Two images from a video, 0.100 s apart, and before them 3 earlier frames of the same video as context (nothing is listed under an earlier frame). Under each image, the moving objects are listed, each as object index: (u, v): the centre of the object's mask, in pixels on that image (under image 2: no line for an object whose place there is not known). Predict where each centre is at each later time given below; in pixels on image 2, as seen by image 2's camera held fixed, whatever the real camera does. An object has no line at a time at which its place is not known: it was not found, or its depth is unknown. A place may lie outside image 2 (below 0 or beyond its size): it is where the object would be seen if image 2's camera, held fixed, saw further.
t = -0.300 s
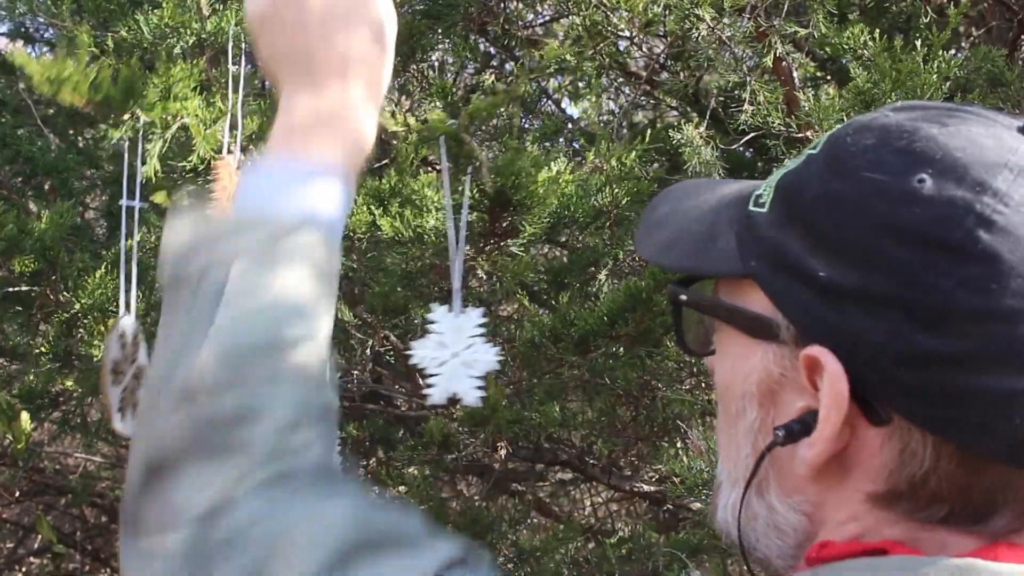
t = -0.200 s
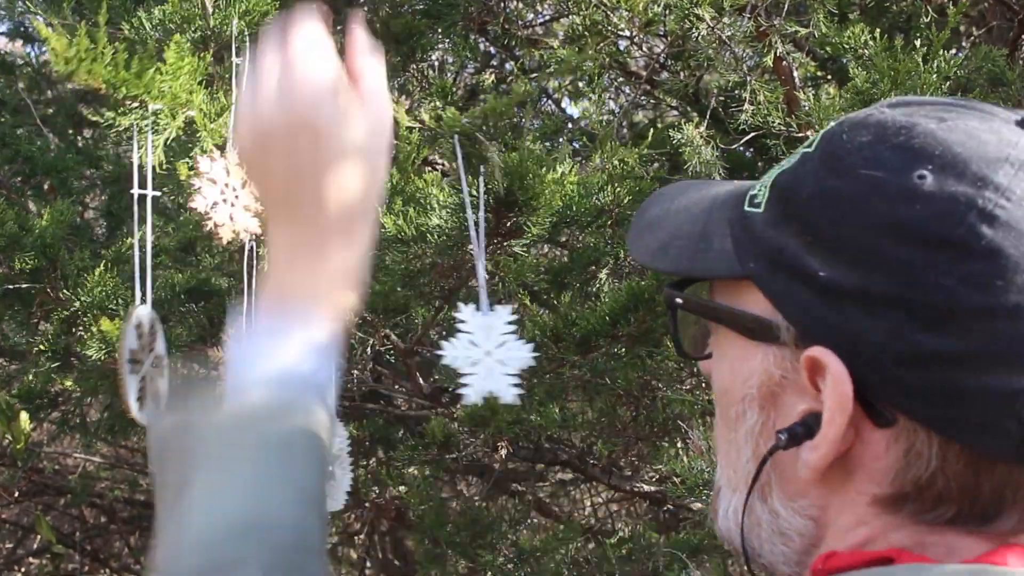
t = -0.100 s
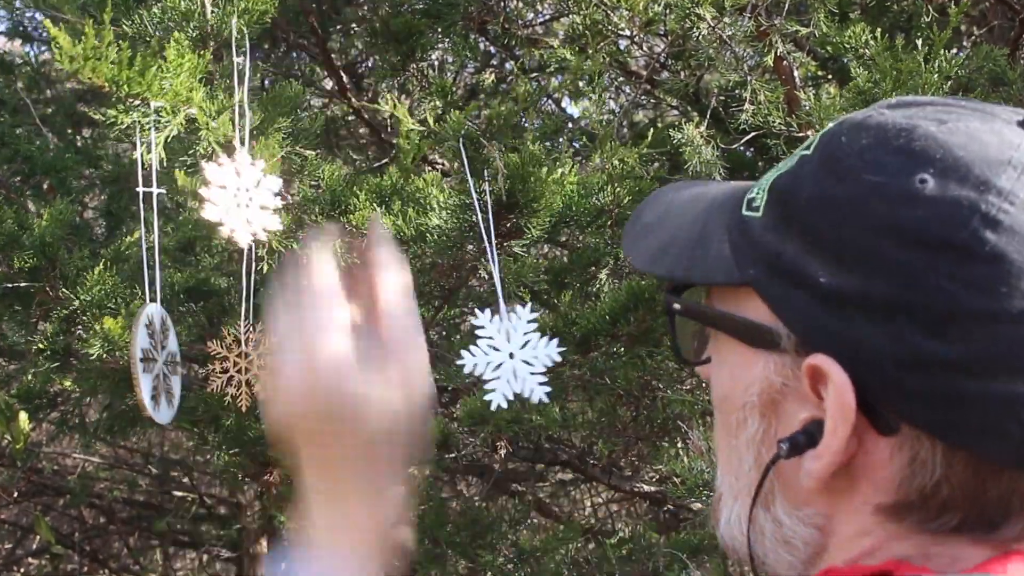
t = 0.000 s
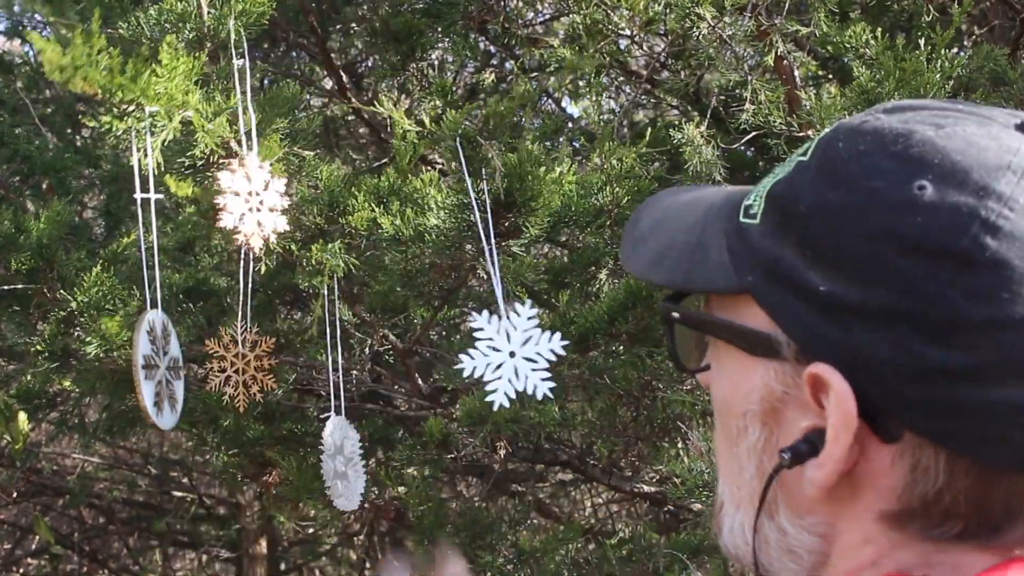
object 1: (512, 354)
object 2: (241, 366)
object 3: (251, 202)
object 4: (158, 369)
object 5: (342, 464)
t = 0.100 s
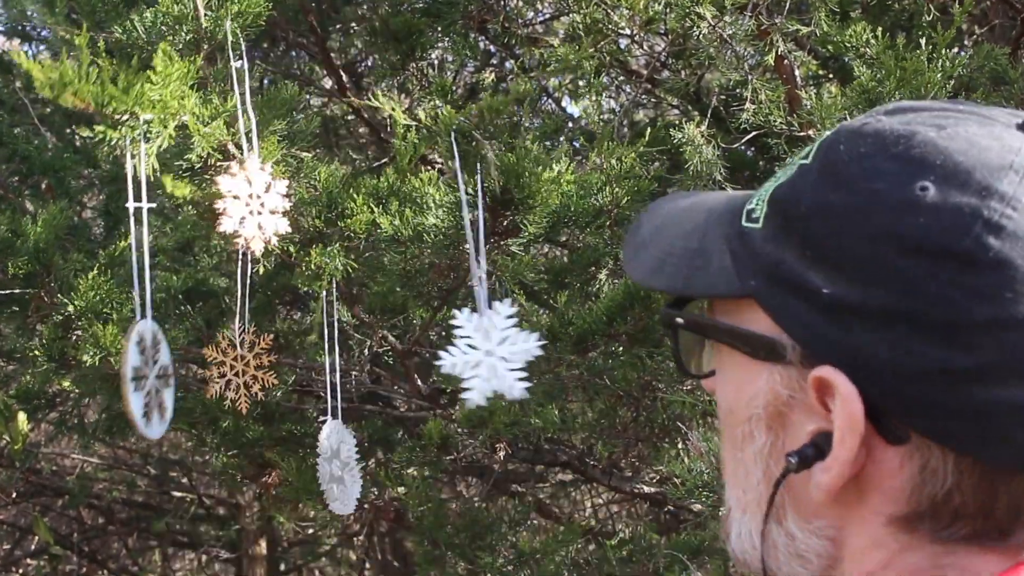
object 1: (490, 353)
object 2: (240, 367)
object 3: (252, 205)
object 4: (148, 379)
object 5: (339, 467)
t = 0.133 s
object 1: (480, 354)
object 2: (241, 369)
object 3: (250, 206)
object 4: (142, 383)
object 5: (336, 469)
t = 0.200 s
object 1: (457, 357)
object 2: (242, 370)
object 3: (242, 208)
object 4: (128, 387)
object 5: (329, 470)
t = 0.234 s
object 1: (445, 358)
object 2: (244, 370)
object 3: (237, 209)
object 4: (120, 389)
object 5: (325, 471)
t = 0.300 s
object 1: (425, 363)
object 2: (247, 368)
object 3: (225, 209)
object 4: (105, 390)
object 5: (318, 471)
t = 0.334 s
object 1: (418, 364)
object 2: (247, 368)
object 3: (221, 208)
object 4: (98, 389)
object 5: (315, 470)
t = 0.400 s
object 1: (413, 363)
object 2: (247, 370)
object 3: (216, 208)
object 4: (87, 387)
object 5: (310, 469)
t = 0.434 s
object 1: (415, 361)
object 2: (246, 371)
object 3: (216, 208)
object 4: (83, 385)
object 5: (309, 468)
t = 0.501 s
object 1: (427, 358)
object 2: (241, 370)
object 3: (221, 207)
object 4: (81, 381)
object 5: (309, 466)
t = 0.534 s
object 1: (436, 355)
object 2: (239, 369)
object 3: (224, 207)
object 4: (83, 379)
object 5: (310, 465)
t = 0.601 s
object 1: (456, 353)
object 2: (235, 368)
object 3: (230, 206)
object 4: (89, 375)
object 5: (314, 464)
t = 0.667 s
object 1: (476, 351)
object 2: (232, 367)
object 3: (236, 203)
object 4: (101, 373)
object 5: (320, 463)
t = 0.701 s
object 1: (485, 351)
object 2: (232, 366)
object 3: (237, 203)
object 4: (109, 373)
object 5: (323, 464)
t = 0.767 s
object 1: (500, 352)
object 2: (235, 365)
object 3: (237, 202)
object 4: (124, 372)
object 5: (330, 466)
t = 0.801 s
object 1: (504, 356)
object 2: (238, 366)
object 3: (236, 202)
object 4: (132, 373)
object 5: (333, 466)
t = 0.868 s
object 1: (503, 359)
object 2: (245, 366)
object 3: (235, 205)
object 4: (146, 375)
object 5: (337, 468)
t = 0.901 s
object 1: (500, 361)
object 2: (249, 367)
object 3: (234, 205)
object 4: (152, 376)
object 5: (339, 467)
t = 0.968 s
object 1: (488, 361)
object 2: (256, 367)
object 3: (235, 207)
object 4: (159, 380)
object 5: (340, 468)
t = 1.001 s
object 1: (480, 361)
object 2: (258, 367)
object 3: (236, 207)
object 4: (160, 381)
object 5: (339, 468)
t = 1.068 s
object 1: (462, 360)
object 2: (259, 368)
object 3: (238, 207)
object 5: (336, 469)
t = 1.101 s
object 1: (453, 360)
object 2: (257, 368)
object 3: (239, 207)
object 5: (334, 469)
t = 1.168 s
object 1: (438, 359)
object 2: (251, 369)
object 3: (239, 207)
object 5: (329, 469)
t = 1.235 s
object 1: (428, 358)
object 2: (242, 369)
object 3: (237, 207)
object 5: (323, 468)
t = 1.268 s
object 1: (426, 357)
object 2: (238, 369)
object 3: (235, 206)
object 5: (320, 466)
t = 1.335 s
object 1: (428, 357)
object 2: (231, 368)
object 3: (231, 207)
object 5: (316, 465)
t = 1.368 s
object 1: (432, 357)
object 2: (229, 368)
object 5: (314, 464)
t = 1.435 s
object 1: (443, 356)
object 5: (312, 464)
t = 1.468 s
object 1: (451, 357)
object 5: (313, 464)
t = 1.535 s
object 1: (467, 357)
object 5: (315, 465)
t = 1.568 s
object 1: (474, 356)
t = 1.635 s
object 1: (486, 356)
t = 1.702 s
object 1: (492, 356)
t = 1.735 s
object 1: (492, 356)
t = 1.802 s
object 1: (489, 357)
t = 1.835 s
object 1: (485, 358)
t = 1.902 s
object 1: (475, 359)
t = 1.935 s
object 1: (468, 360)
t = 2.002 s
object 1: (456, 360)
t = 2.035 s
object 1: (450, 360)
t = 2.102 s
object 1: (441, 358)
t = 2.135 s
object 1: (439, 357)
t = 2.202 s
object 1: (438, 354)
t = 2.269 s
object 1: (442, 352)
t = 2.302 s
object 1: (446, 351)
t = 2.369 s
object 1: (456, 351)
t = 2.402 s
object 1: (461, 352)
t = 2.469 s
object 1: (473, 356)
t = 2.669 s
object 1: (485, 357)
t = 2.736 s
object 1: (479, 356)
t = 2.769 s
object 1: (474, 356)
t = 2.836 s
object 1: (463, 356)
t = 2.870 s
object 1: (457, 356)
